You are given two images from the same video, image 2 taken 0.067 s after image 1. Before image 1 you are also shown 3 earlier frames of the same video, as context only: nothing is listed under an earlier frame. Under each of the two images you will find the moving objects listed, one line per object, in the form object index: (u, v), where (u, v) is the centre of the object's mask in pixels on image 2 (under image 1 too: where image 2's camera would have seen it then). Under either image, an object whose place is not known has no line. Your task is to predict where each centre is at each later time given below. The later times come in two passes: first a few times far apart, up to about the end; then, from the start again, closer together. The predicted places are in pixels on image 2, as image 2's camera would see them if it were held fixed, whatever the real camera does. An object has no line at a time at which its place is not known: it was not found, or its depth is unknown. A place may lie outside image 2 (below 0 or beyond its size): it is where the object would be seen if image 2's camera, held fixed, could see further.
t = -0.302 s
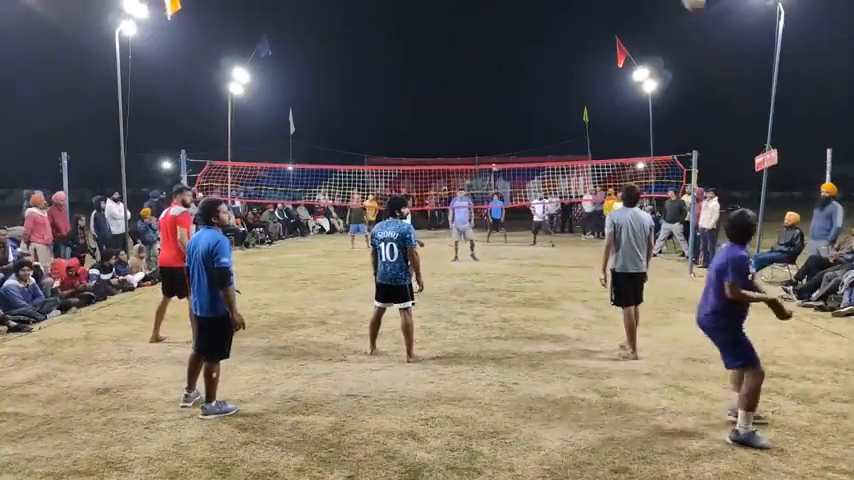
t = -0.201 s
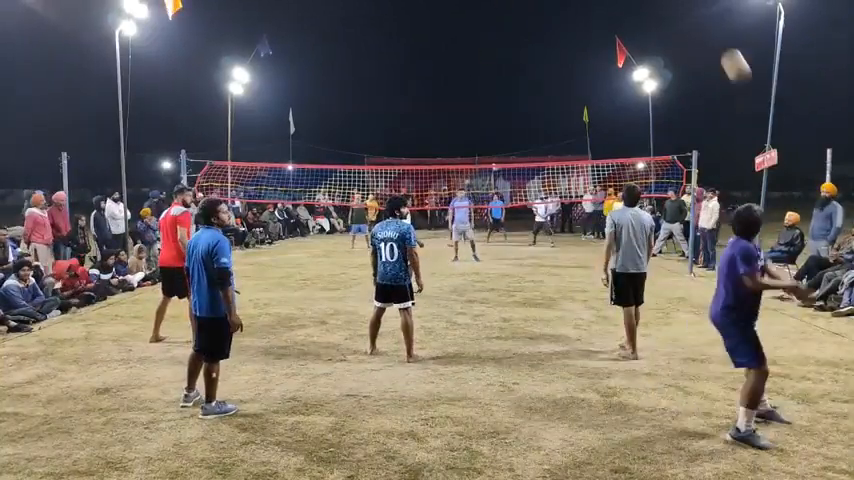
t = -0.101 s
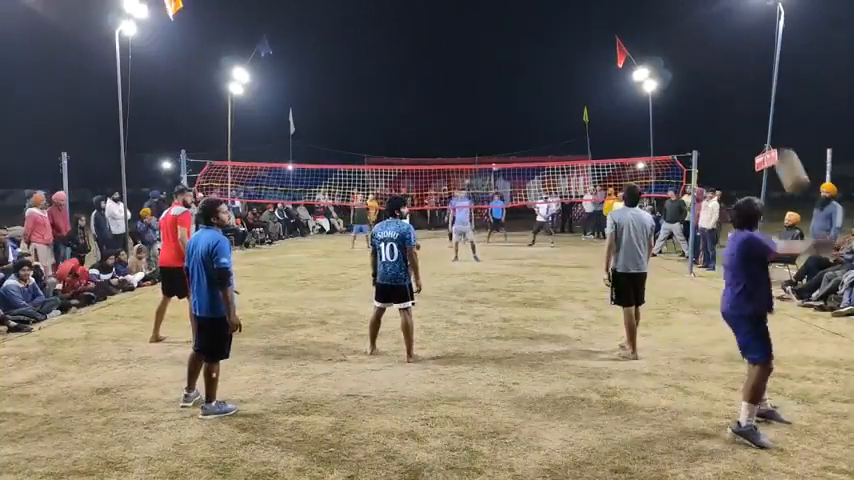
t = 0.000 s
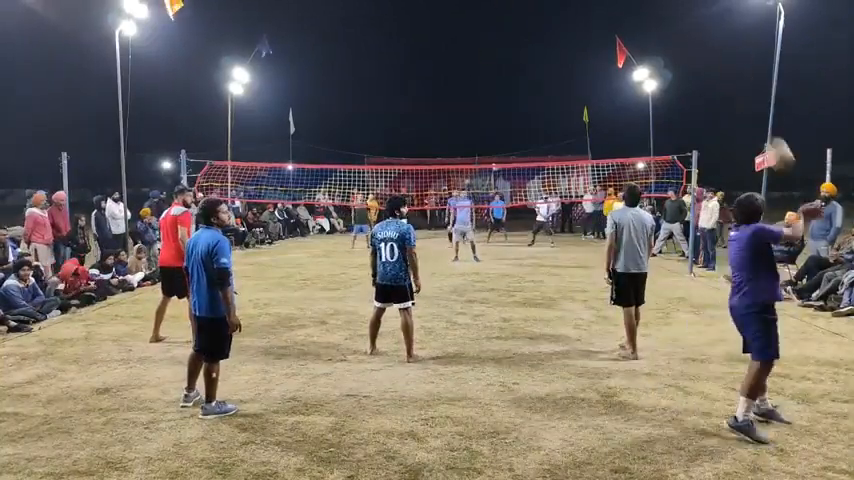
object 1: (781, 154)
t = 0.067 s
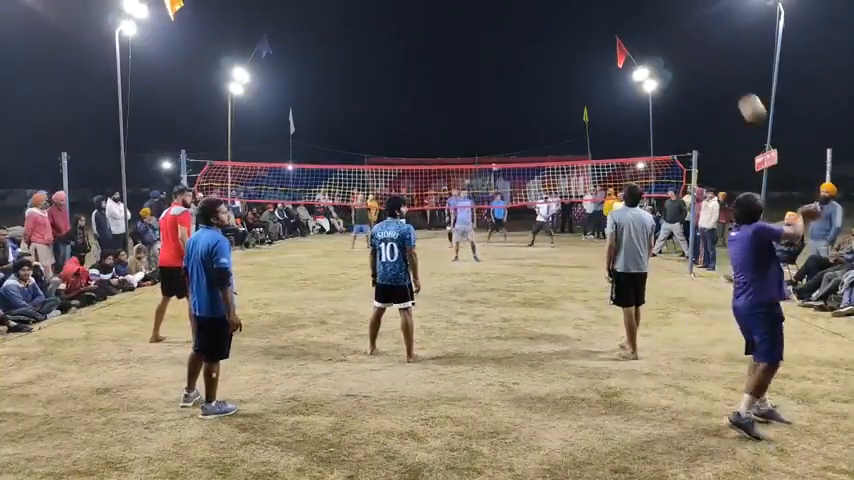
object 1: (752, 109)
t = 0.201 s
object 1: (702, 41)
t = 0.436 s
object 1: (656, 15)
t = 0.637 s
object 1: (629, 28)
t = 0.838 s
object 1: (610, 59)
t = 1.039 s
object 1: (595, 103)
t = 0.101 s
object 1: (740, 89)
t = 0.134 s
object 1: (729, 73)
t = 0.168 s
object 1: (710, 50)
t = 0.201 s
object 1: (702, 41)
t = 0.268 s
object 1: (687, 27)
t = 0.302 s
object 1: (680, 23)
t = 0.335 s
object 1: (673, 19)
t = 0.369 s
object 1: (667, 16)
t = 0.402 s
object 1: (661, 15)
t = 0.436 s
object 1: (656, 15)
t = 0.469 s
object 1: (651, 15)
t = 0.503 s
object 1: (646, 16)
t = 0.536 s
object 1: (641, 18)
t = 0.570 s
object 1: (637, 21)
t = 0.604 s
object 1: (633, 24)
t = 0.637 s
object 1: (629, 28)
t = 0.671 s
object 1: (625, 32)
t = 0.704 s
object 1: (622, 37)
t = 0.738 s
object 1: (618, 42)
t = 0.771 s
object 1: (615, 47)
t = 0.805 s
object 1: (612, 53)
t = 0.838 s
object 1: (610, 59)
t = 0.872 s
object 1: (607, 66)
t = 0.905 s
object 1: (604, 72)
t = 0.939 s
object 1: (602, 80)
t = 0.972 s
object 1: (600, 87)
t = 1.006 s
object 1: (597, 95)
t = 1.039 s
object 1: (595, 103)
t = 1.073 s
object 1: (593, 111)
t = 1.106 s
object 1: (591, 119)
